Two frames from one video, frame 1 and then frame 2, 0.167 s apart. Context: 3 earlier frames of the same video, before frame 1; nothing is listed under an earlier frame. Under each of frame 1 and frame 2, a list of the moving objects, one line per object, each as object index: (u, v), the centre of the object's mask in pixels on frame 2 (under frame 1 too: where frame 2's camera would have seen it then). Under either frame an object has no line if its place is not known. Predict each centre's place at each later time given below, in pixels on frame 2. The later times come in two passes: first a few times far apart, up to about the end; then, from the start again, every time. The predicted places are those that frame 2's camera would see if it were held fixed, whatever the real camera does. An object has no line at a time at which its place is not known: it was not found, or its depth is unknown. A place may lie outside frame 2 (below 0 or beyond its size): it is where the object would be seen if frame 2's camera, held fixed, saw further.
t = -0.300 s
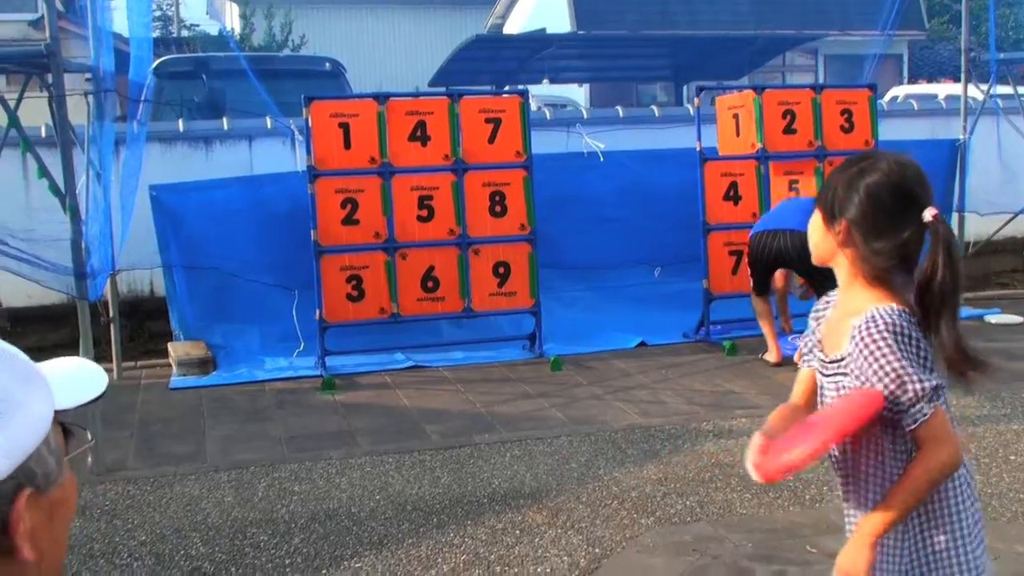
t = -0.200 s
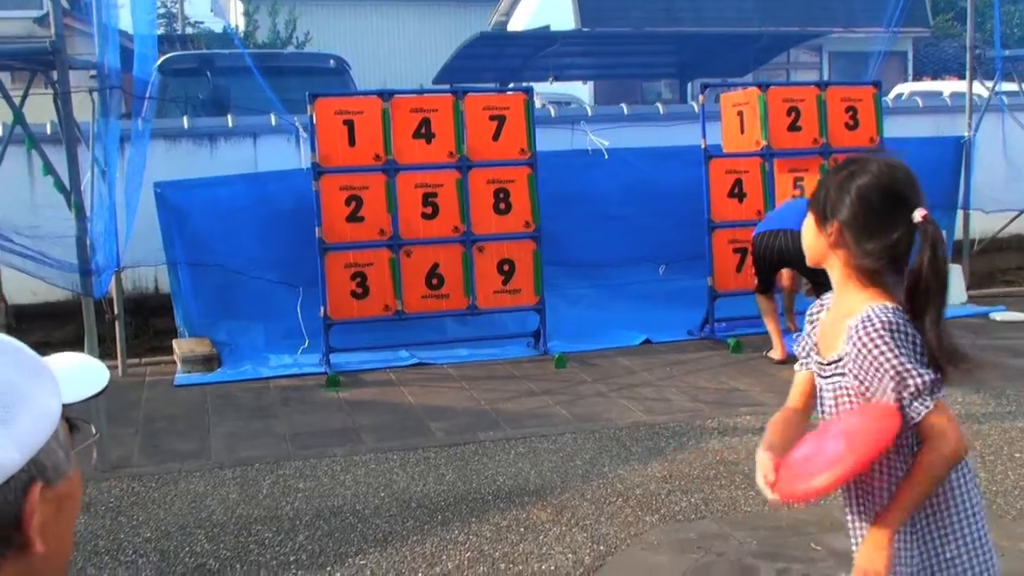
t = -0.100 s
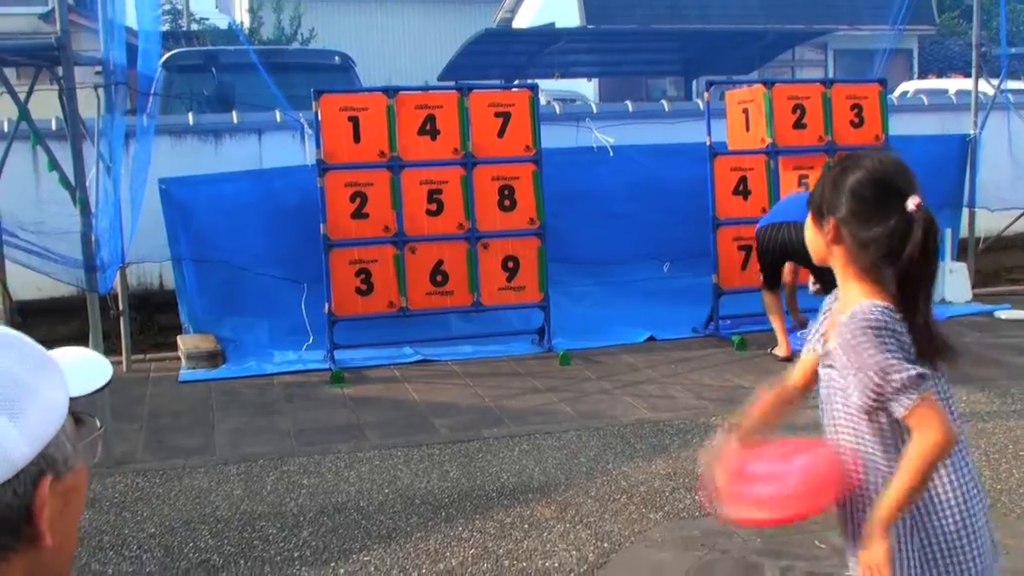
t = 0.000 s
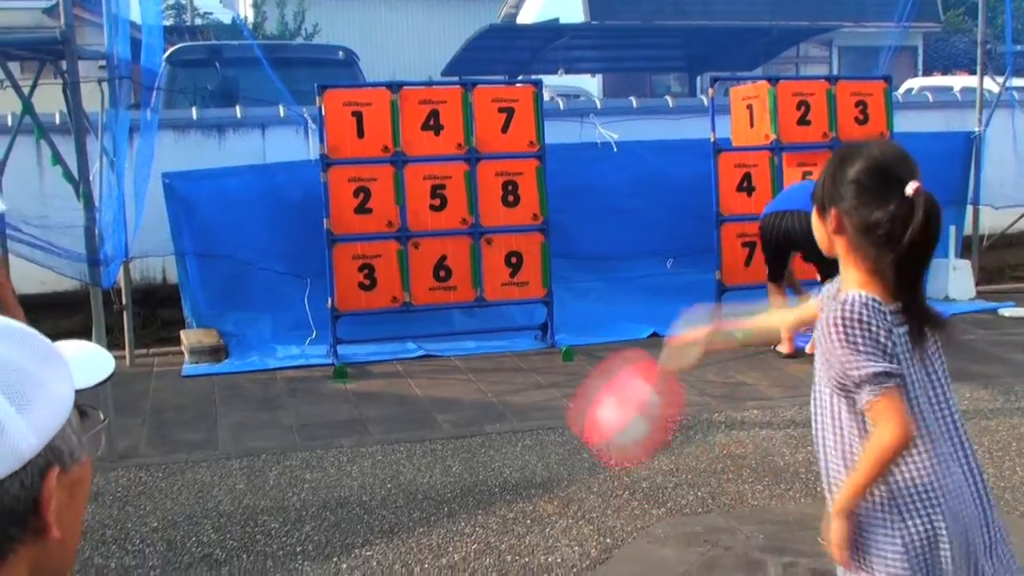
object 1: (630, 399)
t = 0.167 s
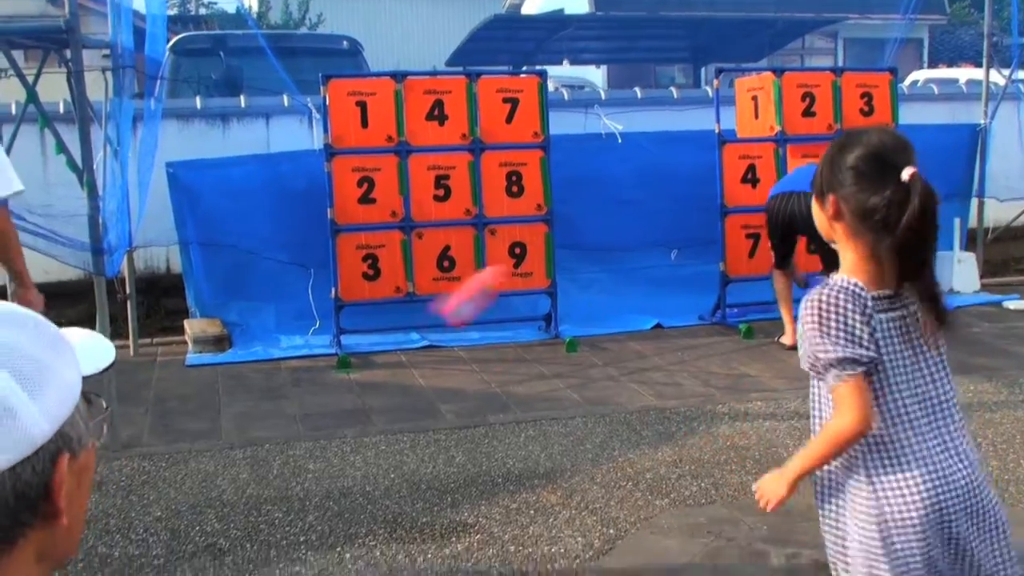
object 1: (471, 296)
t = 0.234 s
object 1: (426, 285)
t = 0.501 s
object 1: (314, 306)
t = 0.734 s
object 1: (253, 341)
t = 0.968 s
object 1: (273, 328)
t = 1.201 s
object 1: (288, 336)
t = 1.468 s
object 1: (294, 342)
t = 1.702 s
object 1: (293, 342)
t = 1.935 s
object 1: (292, 342)
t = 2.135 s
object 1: (291, 342)
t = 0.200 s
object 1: (446, 288)
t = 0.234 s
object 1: (426, 285)
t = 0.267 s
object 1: (415, 284)
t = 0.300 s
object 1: (398, 283)
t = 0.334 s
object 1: (379, 286)
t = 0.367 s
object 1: (366, 289)
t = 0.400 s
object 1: (353, 292)
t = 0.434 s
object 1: (343, 295)
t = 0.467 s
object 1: (329, 300)
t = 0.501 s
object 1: (314, 306)
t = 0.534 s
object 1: (303, 311)
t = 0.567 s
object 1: (293, 315)
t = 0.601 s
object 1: (283, 318)
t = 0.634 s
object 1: (269, 325)
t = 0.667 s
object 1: (257, 332)
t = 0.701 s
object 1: (248, 338)
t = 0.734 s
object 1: (253, 341)
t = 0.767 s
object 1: (257, 343)
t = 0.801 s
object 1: (263, 338)
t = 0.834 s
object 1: (266, 335)
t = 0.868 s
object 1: (269, 332)
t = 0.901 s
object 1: (270, 330)
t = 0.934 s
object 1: (272, 328)
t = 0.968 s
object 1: (273, 328)
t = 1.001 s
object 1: (275, 327)
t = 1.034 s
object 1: (277, 327)
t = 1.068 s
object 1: (279, 327)
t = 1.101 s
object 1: (281, 328)
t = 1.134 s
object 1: (284, 329)
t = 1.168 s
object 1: (285, 332)
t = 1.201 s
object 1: (288, 336)
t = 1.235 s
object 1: (293, 340)
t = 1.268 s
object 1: (293, 342)
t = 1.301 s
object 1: (294, 342)
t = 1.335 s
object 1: (294, 342)
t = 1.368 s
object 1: (294, 342)
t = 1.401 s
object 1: (294, 342)
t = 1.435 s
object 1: (294, 342)
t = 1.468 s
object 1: (294, 342)
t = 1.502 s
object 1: (294, 342)
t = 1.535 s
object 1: (294, 342)
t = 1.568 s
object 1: (294, 342)
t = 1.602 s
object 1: (294, 342)
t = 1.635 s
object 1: (293, 342)
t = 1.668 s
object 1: (293, 342)
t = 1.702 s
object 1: (293, 342)
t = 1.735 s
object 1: (293, 342)
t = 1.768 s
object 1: (293, 342)
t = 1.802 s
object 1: (292, 342)
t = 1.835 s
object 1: (293, 342)
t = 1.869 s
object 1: (292, 342)
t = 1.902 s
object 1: (292, 342)
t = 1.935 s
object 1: (292, 342)
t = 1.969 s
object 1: (292, 342)
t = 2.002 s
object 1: (292, 342)
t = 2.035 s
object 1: (292, 342)
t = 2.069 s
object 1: (292, 342)
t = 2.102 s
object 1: (292, 342)
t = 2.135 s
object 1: (291, 342)
